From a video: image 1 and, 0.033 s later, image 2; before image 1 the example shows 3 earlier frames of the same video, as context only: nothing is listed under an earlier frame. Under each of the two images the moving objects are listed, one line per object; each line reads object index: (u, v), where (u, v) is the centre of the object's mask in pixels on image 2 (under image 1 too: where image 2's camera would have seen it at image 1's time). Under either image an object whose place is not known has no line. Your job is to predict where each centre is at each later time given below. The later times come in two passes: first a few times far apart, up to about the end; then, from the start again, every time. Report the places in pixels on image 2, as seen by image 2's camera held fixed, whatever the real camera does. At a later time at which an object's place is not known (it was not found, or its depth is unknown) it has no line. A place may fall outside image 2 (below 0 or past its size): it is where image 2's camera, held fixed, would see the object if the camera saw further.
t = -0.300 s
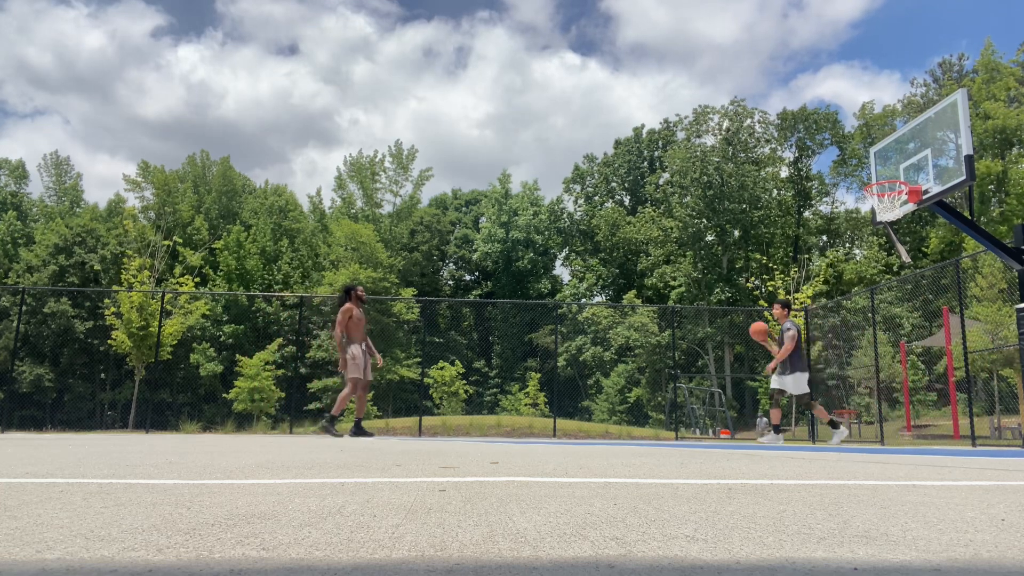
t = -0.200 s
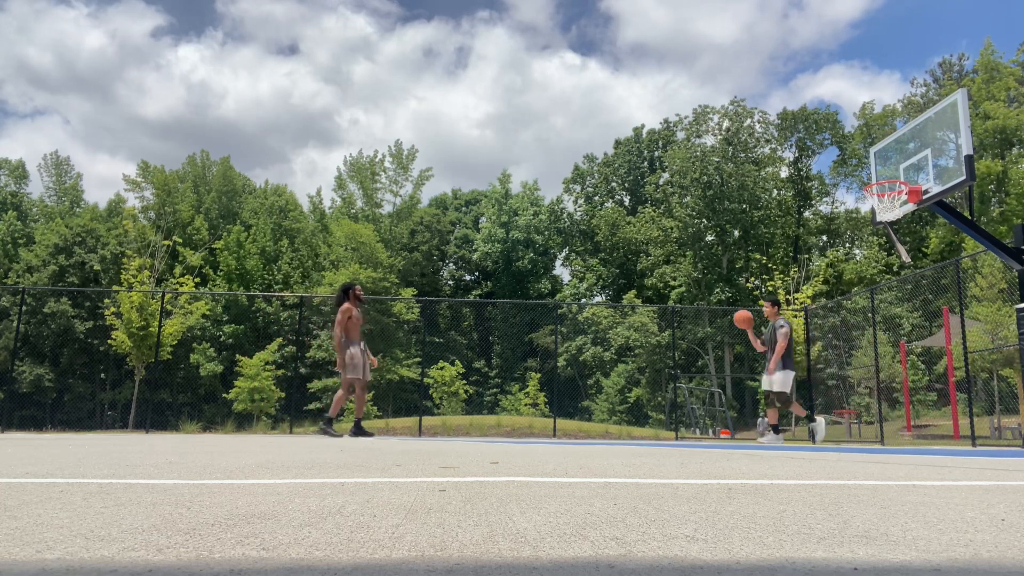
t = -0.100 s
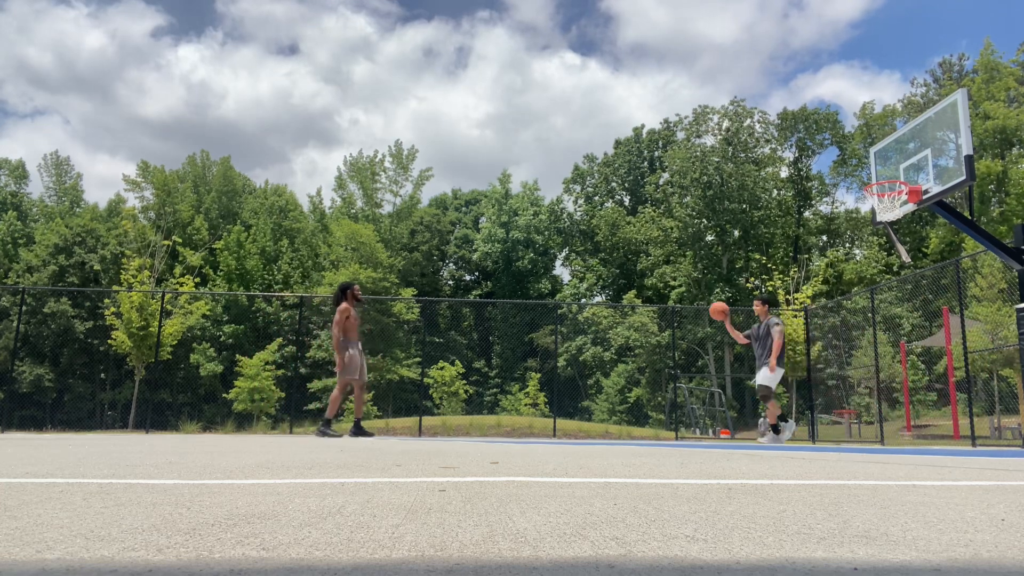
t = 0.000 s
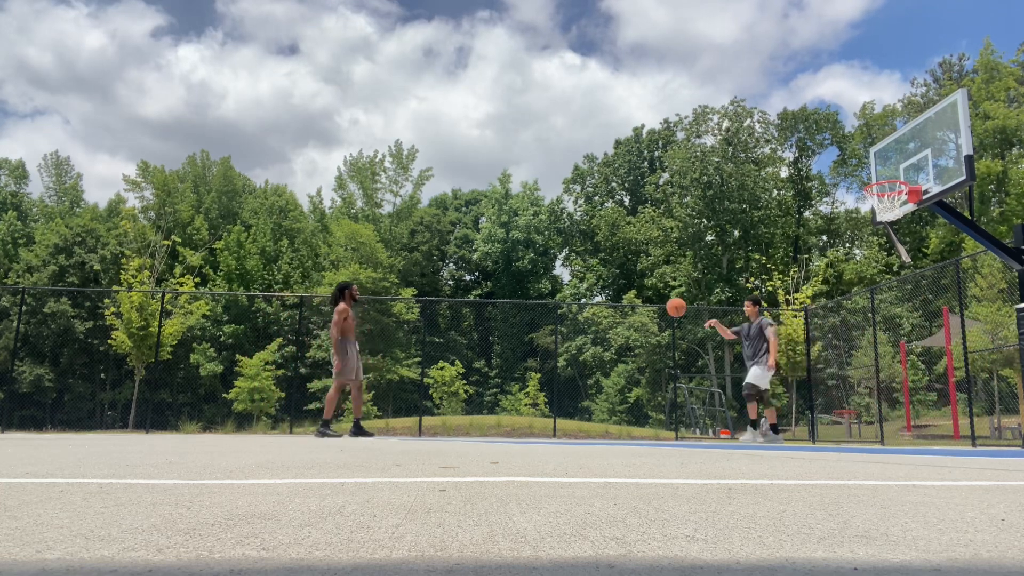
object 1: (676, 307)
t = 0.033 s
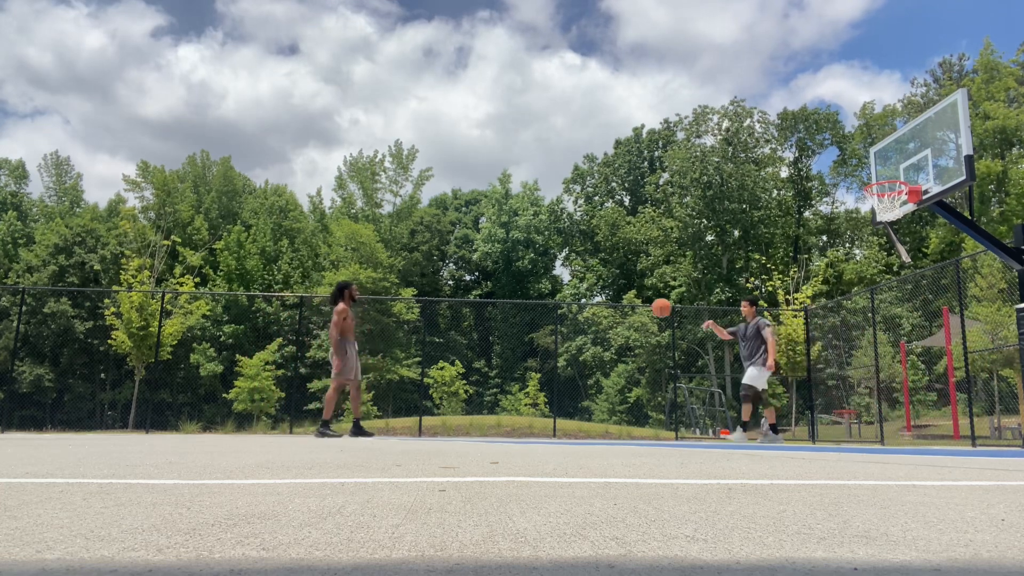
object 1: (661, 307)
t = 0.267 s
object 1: (559, 336)
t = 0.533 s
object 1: (435, 424)
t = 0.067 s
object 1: (647, 309)
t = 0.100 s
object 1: (632, 312)
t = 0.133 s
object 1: (618, 315)
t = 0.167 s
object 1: (604, 319)
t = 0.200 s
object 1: (589, 324)
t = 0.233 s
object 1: (574, 329)
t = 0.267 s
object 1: (559, 336)
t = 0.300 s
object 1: (544, 343)
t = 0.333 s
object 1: (529, 352)
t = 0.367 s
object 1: (514, 361)
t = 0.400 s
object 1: (499, 372)
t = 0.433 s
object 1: (483, 383)
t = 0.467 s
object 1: (467, 396)
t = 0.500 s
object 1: (452, 409)
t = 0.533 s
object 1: (435, 424)
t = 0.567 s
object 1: (426, 423)
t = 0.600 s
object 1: (418, 410)
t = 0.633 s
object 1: (411, 399)
